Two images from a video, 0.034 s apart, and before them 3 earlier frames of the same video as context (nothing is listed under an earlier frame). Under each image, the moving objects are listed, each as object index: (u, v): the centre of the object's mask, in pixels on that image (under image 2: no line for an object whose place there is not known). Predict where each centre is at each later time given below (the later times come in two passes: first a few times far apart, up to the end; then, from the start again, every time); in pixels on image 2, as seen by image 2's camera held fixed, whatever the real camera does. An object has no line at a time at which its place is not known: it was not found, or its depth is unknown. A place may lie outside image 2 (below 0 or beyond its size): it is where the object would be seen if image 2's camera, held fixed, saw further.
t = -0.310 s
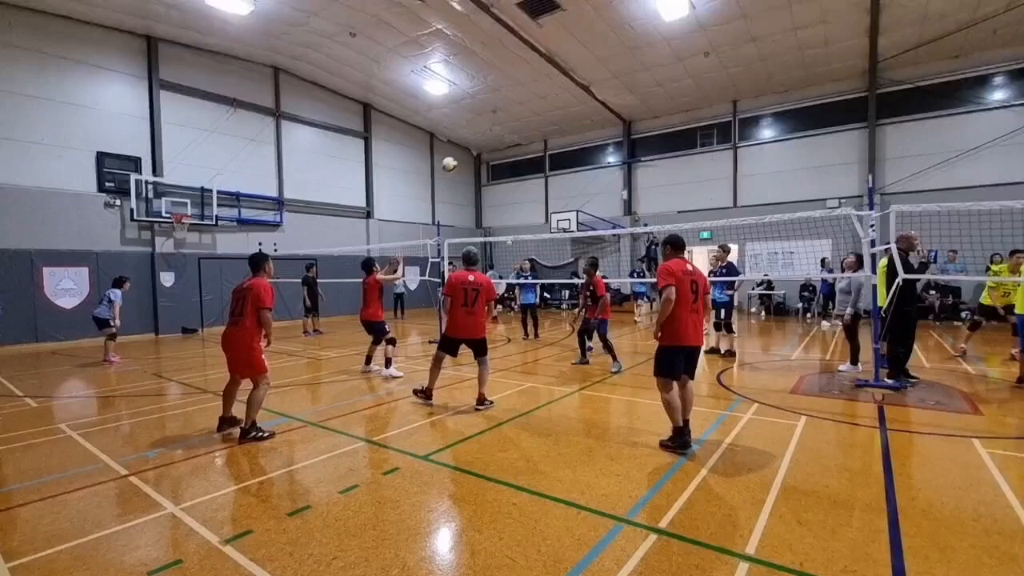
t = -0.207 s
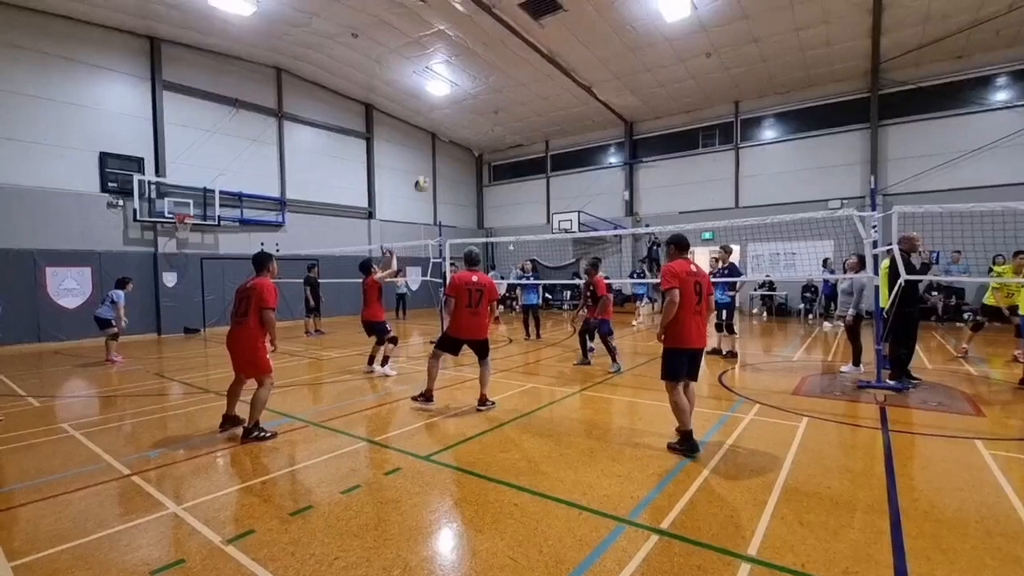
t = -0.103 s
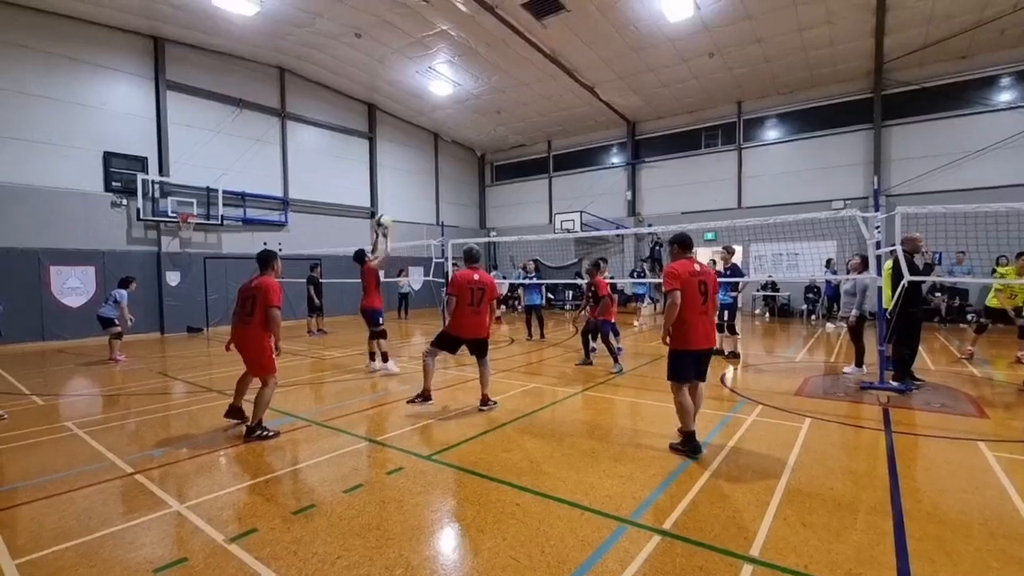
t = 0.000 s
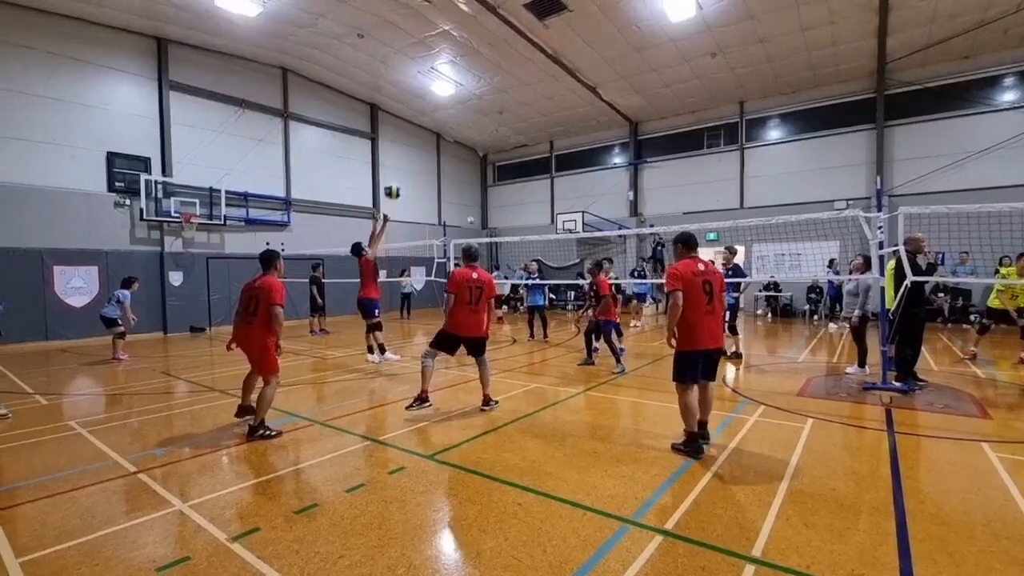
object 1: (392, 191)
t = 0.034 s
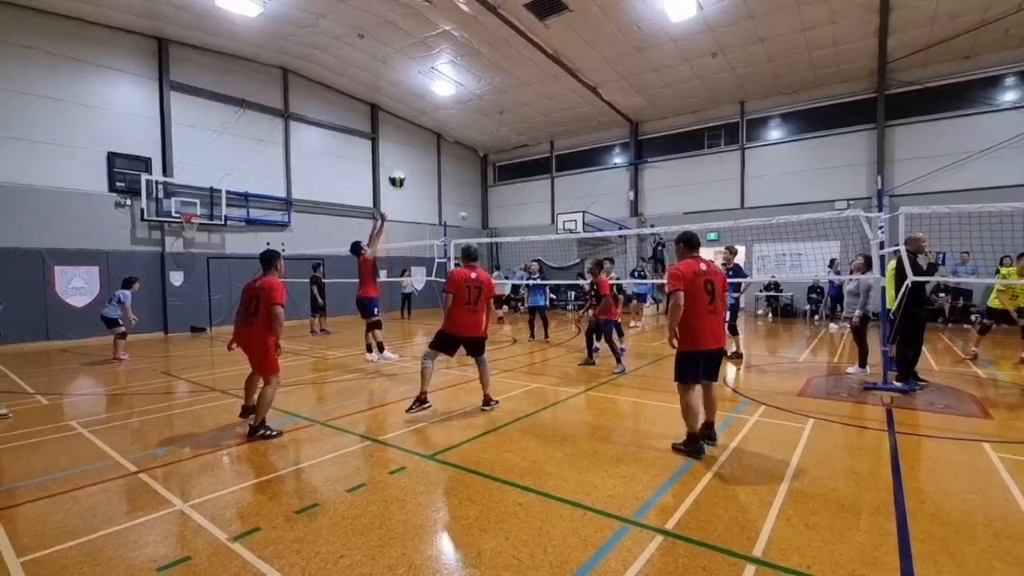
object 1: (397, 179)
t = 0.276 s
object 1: (430, 116)
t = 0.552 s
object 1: (469, 87)
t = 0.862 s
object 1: (516, 117)
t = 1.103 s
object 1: (551, 193)
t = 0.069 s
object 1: (401, 168)
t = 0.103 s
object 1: (405, 157)
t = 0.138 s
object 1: (411, 147)
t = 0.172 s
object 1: (416, 138)
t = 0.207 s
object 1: (420, 130)
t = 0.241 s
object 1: (425, 122)
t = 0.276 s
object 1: (430, 116)
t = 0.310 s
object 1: (435, 110)
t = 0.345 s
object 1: (439, 105)
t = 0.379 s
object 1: (444, 101)
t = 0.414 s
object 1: (449, 97)
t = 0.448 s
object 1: (455, 93)
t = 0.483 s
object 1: (459, 90)
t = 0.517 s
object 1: (463, 87)
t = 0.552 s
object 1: (469, 87)
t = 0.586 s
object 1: (474, 85)
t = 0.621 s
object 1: (479, 87)
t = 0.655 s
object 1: (484, 88)
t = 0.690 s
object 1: (490, 91)
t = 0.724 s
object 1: (495, 93)
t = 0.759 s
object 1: (500, 98)
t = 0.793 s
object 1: (505, 104)
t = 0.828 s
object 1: (510, 110)
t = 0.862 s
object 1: (516, 117)
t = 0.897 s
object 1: (521, 125)
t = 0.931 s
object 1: (527, 133)
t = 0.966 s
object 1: (531, 143)
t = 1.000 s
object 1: (537, 154)
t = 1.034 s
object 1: (542, 166)
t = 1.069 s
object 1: (546, 179)
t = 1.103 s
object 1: (551, 193)
